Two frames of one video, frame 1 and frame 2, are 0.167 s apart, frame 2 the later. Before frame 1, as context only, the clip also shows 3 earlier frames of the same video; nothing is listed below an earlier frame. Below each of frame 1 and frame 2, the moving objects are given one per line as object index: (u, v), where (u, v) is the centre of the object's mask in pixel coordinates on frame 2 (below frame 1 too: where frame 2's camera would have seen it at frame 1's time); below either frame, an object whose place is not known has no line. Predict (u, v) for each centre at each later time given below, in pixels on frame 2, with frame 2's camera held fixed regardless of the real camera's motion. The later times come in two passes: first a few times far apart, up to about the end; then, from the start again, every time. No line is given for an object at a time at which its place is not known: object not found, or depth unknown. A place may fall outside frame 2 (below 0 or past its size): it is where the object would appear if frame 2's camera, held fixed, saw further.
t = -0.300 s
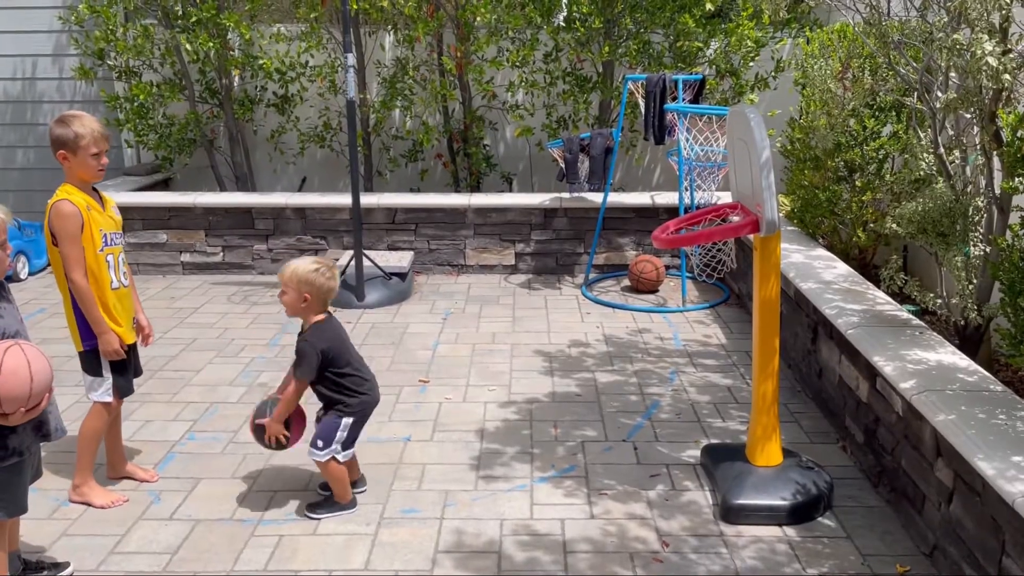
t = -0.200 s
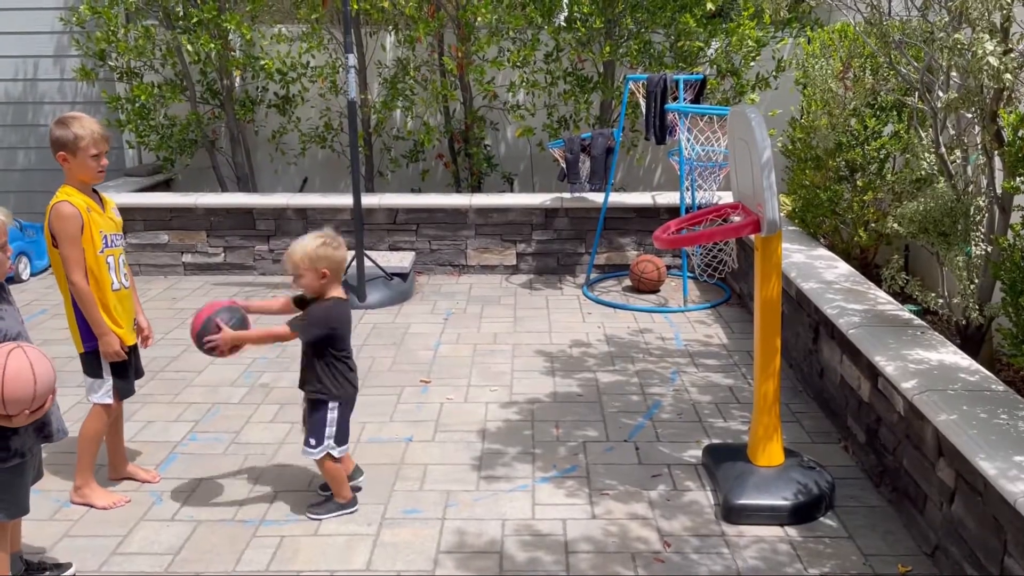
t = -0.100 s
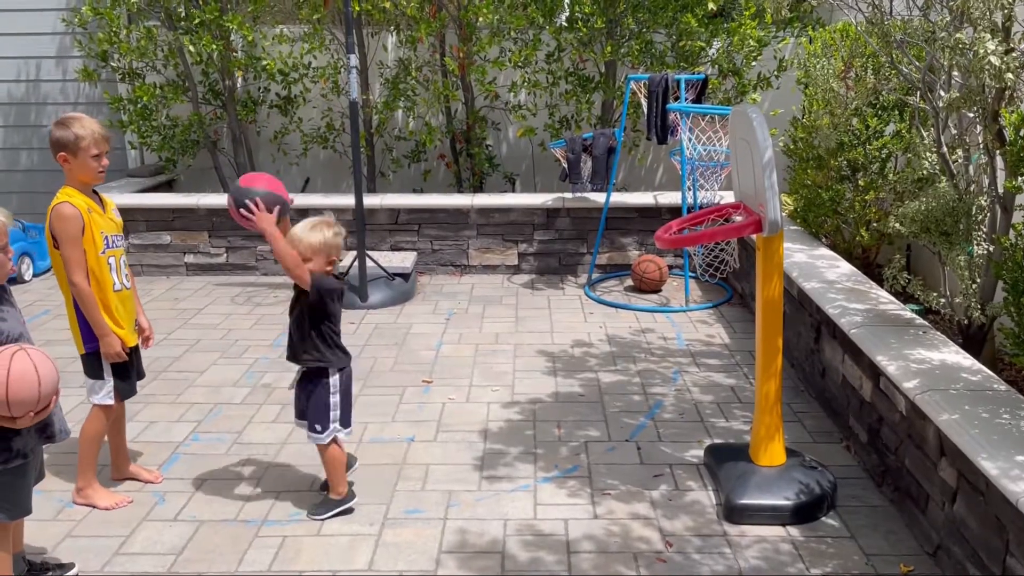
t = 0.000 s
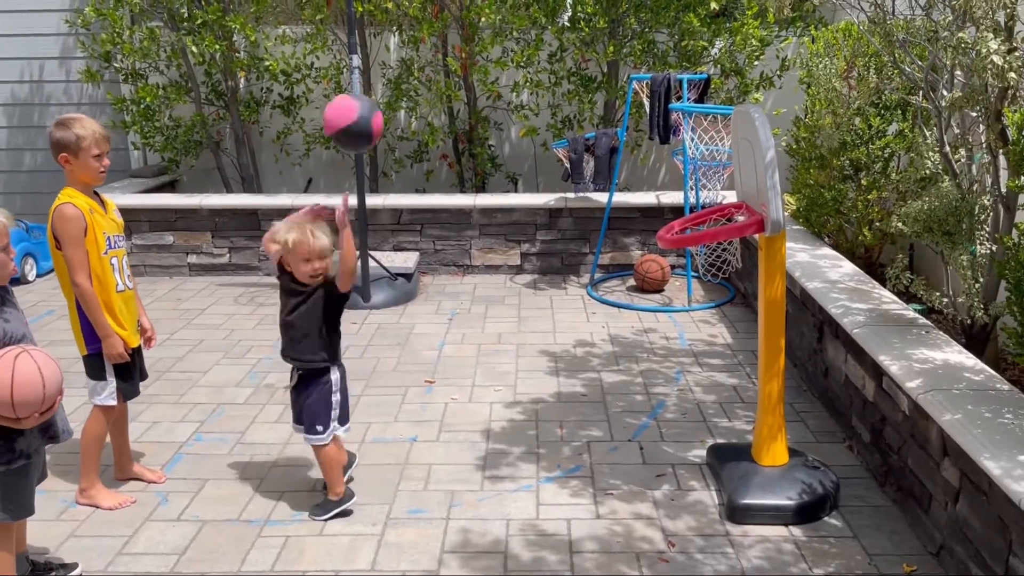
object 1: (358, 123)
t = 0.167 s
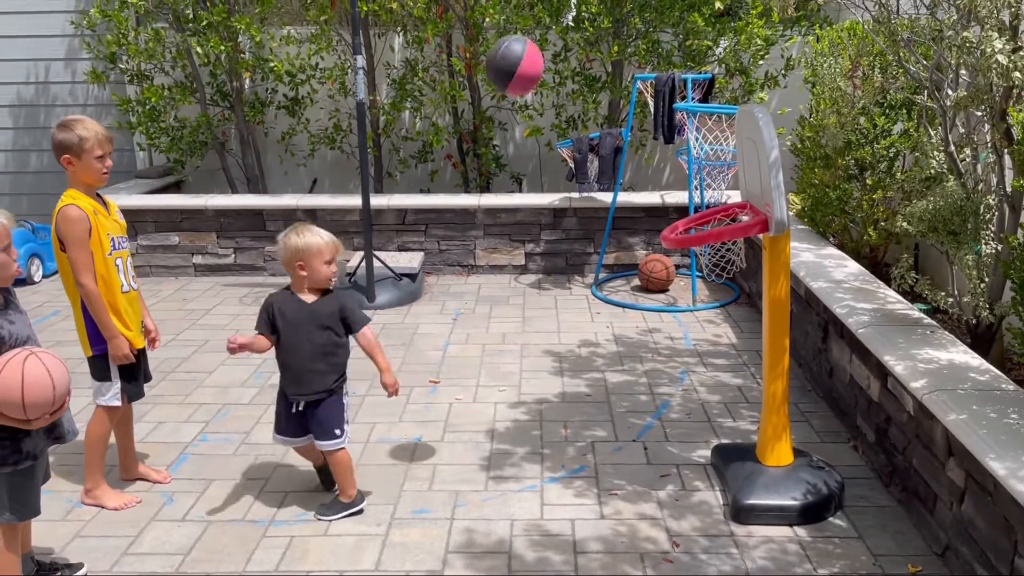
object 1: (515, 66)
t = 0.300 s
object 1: (633, 85)
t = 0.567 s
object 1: (716, 251)
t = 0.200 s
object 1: (545, 65)
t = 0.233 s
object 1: (574, 68)
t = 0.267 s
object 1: (604, 75)
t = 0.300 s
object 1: (633, 85)
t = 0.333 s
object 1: (662, 99)
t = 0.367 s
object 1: (691, 115)
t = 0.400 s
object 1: (720, 135)
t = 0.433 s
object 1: (719, 155)
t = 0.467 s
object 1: (714, 177)
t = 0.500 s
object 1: (708, 201)
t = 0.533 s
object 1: (710, 214)
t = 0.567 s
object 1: (716, 251)
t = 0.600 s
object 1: (719, 254)
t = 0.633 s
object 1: (722, 263)
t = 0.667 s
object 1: (723, 271)
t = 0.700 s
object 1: (725, 285)
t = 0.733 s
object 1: (728, 293)
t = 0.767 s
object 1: (728, 308)
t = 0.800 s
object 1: (730, 327)
